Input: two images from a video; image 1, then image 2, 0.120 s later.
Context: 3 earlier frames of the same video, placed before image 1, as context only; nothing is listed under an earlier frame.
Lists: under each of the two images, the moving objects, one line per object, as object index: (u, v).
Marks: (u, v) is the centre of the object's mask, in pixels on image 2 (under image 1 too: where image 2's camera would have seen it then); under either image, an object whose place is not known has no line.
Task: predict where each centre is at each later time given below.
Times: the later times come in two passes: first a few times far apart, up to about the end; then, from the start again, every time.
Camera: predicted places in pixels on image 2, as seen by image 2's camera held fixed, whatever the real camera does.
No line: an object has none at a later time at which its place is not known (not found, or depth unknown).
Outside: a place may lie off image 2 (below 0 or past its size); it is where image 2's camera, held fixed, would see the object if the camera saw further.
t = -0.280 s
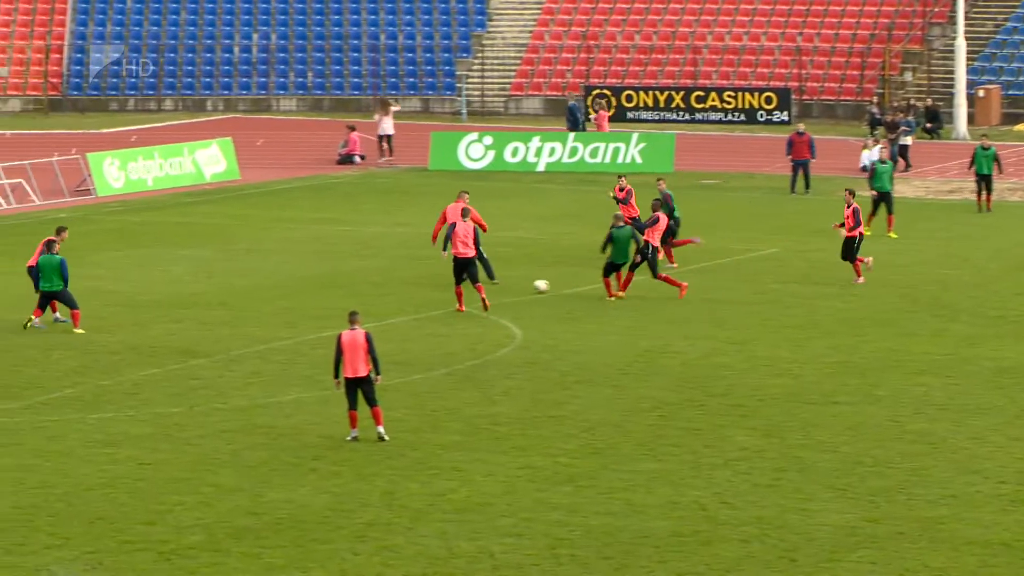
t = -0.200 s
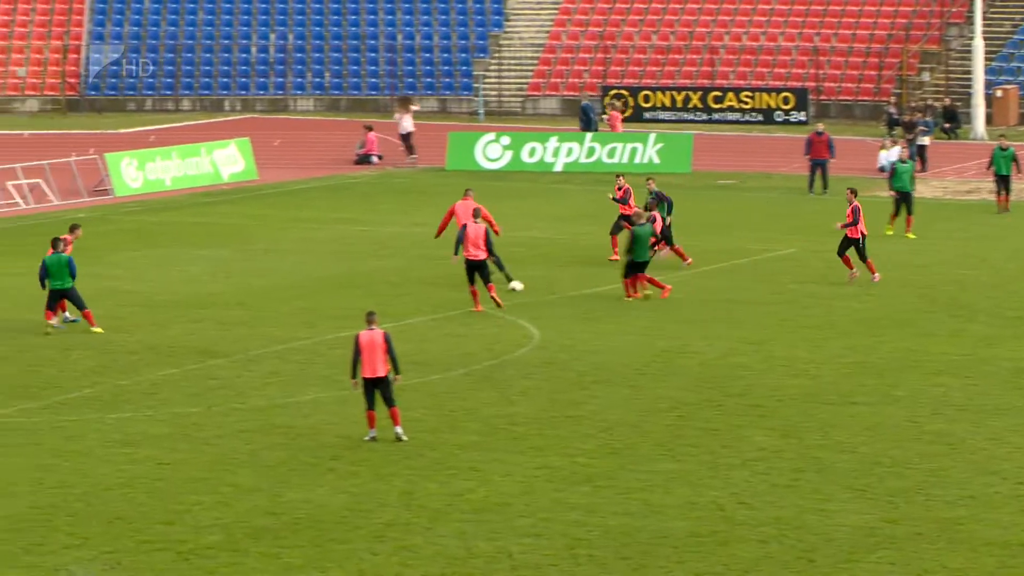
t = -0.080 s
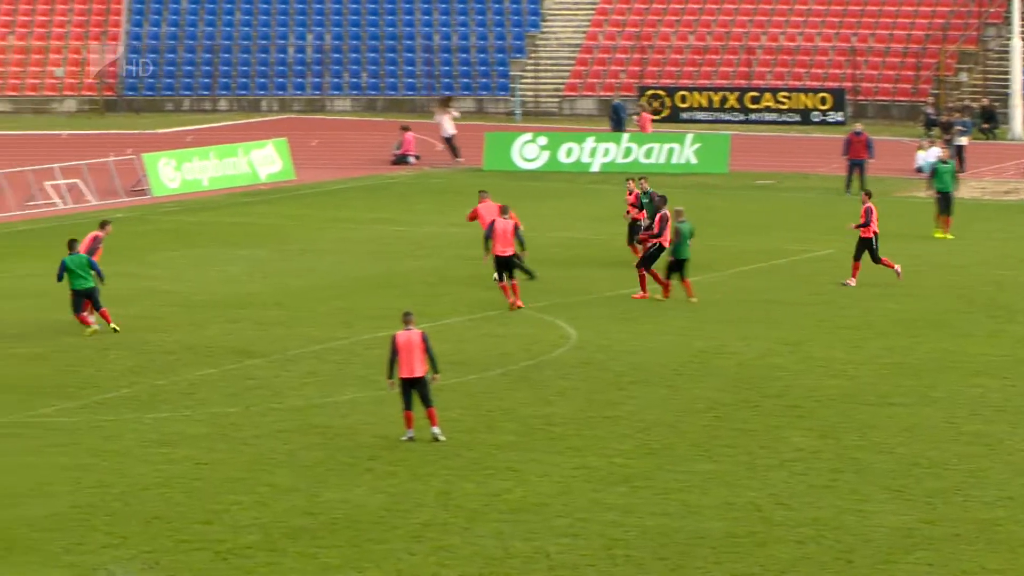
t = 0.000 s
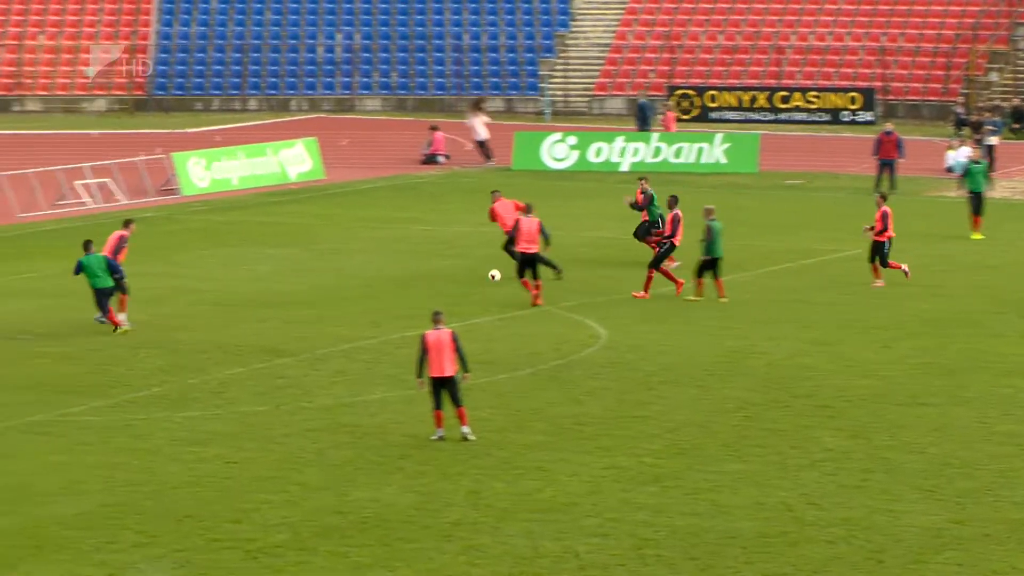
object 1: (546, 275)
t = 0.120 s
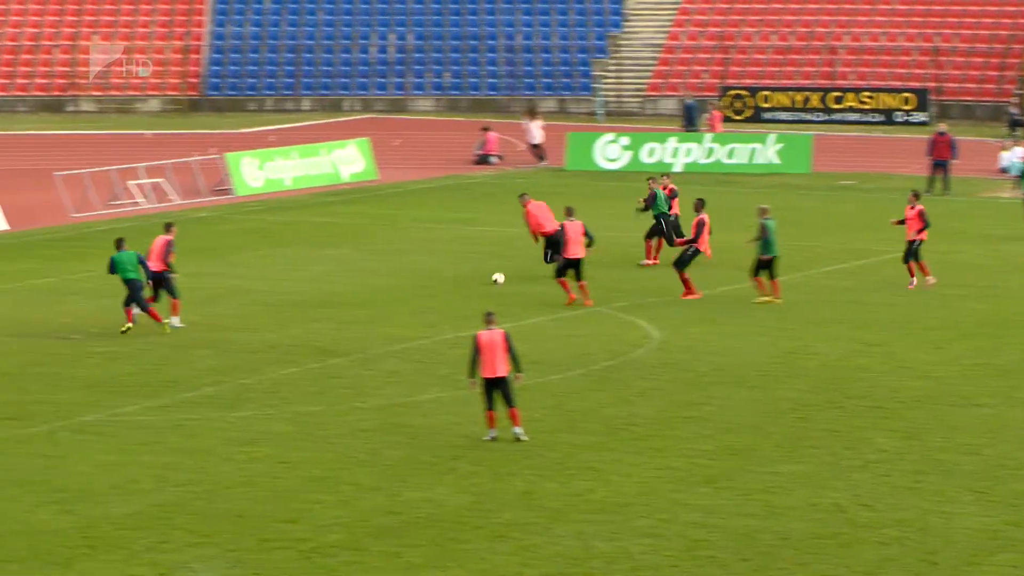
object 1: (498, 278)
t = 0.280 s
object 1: (446, 273)
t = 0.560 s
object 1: (365, 272)
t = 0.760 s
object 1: (311, 270)
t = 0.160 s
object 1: (485, 276)
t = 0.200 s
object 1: (472, 274)
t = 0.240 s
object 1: (460, 272)
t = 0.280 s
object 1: (446, 273)
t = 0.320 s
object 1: (434, 274)
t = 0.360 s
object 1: (422, 275)
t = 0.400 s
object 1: (411, 273)
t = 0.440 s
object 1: (399, 272)
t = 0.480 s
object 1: (388, 271)
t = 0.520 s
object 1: (377, 272)
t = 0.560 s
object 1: (365, 272)
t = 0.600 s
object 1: (354, 271)
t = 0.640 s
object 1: (344, 270)
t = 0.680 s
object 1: (333, 269)
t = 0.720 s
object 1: (322, 269)
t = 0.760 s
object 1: (311, 270)
